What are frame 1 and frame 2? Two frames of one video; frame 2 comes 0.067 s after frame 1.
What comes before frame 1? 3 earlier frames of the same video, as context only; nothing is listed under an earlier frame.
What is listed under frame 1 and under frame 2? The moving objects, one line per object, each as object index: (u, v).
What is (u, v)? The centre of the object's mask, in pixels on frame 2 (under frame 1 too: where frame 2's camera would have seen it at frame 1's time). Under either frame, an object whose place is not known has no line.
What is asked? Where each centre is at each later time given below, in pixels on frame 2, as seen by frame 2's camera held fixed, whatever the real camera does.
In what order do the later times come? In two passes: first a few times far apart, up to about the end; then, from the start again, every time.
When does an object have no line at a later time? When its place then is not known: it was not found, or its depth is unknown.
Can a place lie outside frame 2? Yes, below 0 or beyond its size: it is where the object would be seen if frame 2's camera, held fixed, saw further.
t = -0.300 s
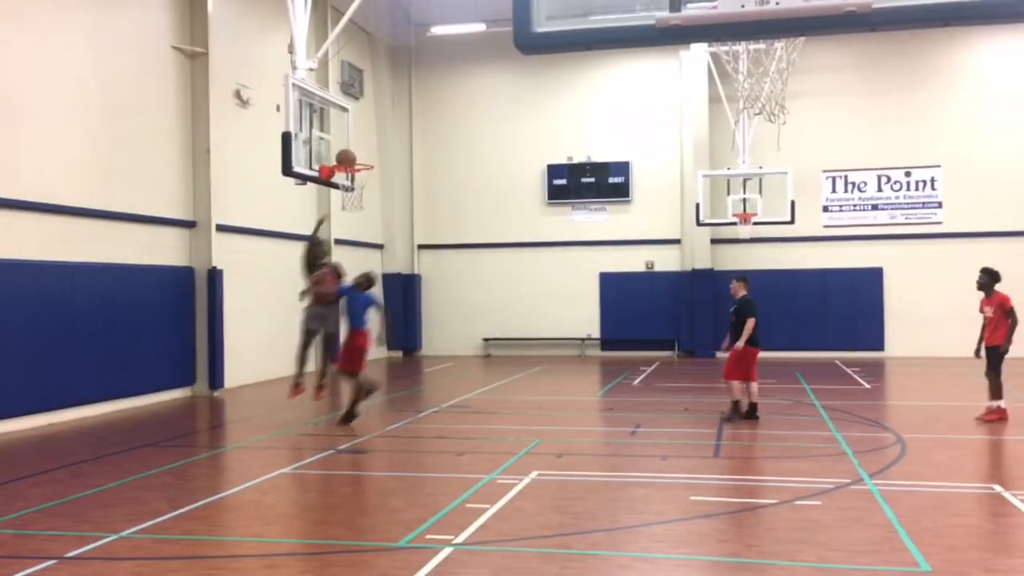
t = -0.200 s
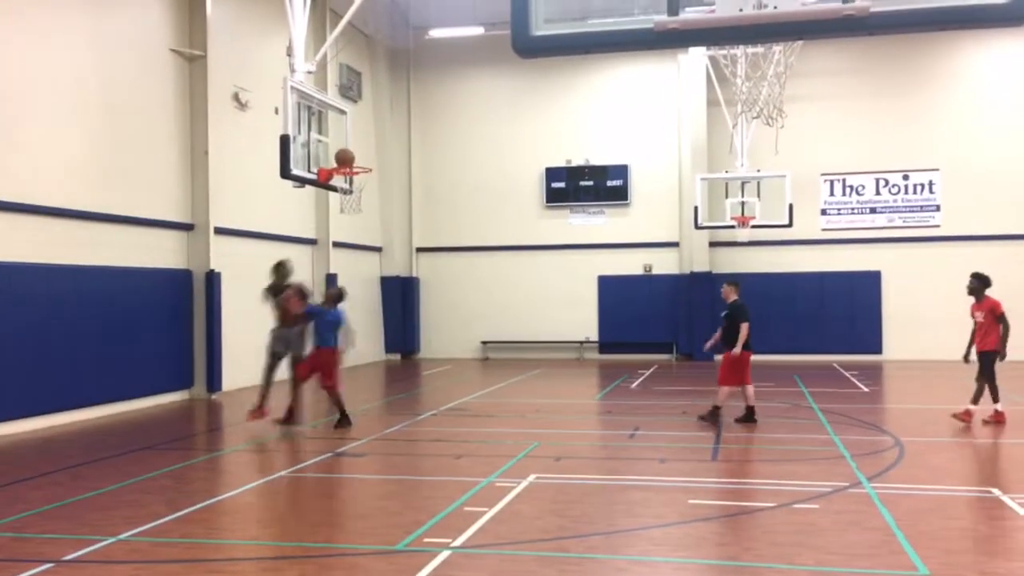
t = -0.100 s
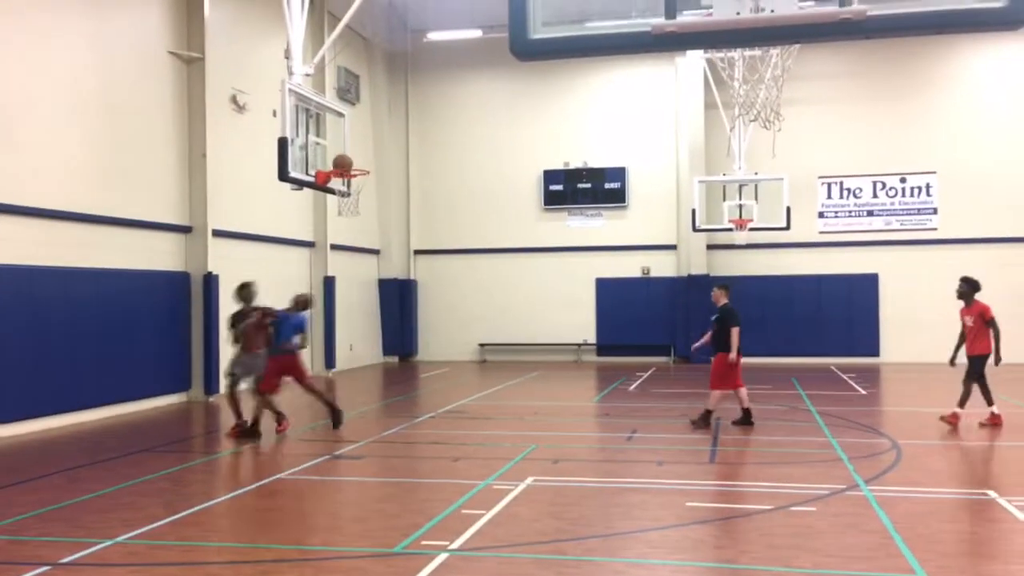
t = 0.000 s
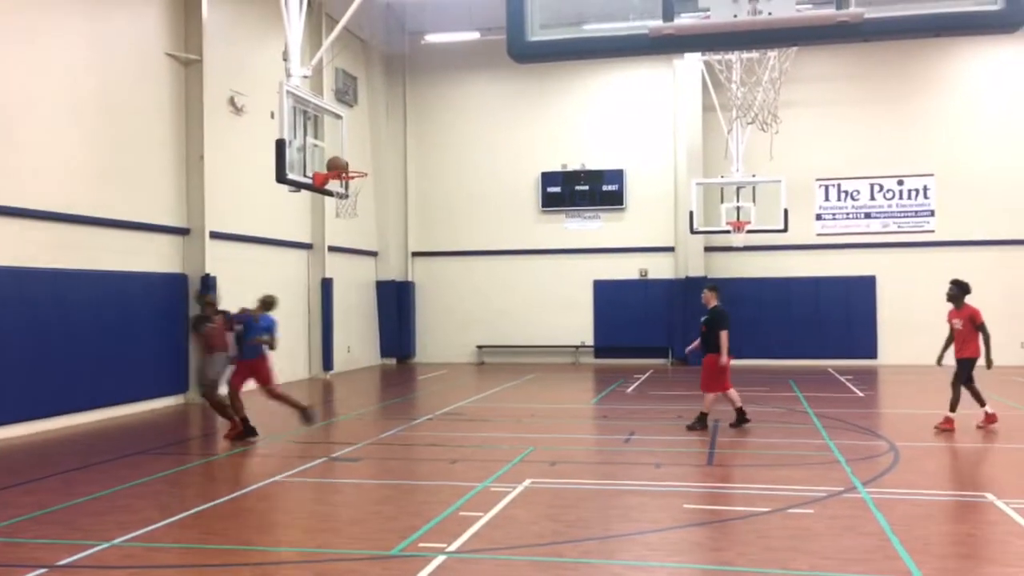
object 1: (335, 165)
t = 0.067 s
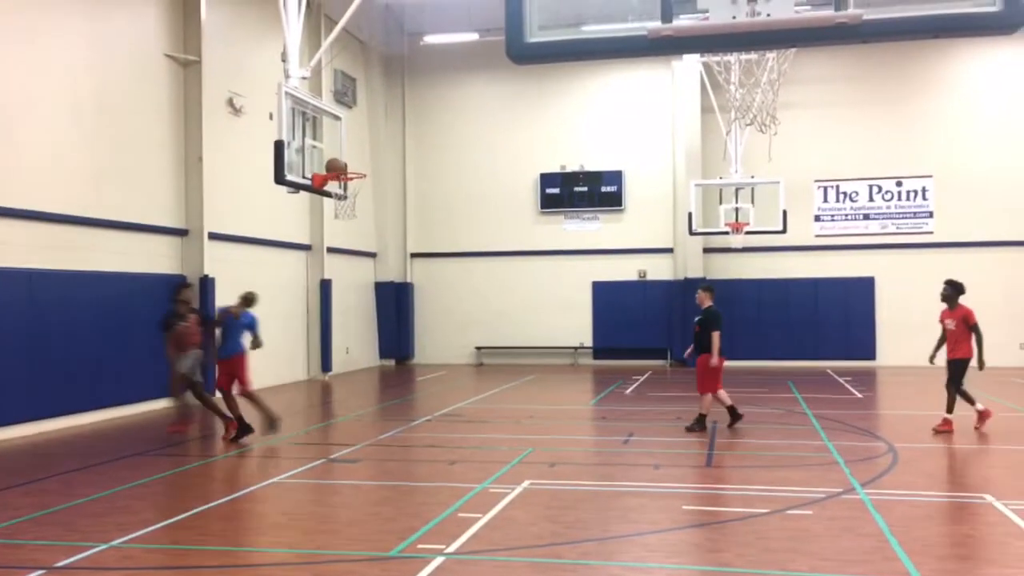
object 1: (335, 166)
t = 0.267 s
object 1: (353, 165)
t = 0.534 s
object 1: (365, 165)
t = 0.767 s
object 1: (374, 171)
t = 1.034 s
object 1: (387, 222)
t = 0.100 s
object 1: (337, 165)
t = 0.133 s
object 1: (339, 165)
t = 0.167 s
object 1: (342, 166)
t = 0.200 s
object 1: (346, 166)
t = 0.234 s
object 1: (349, 166)
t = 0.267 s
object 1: (353, 165)
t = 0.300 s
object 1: (355, 164)
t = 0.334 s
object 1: (358, 164)
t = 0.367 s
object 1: (359, 164)
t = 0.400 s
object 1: (361, 164)
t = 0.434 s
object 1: (362, 164)
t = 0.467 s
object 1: (363, 164)
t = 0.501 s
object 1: (364, 164)
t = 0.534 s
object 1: (365, 165)
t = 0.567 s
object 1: (366, 165)
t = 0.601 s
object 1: (367, 165)
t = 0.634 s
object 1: (368, 165)
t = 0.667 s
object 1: (369, 166)
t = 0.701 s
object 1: (371, 168)
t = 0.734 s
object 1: (372, 169)
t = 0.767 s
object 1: (374, 171)
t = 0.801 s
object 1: (375, 175)
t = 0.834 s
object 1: (377, 179)
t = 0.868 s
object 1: (378, 184)
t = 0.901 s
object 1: (380, 190)
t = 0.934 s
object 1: (382, 197)
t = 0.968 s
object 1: (383, 204)
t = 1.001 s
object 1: (385, 213)
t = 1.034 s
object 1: (387, 222)
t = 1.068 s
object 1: (388, 232)
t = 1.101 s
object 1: (389, 244)
